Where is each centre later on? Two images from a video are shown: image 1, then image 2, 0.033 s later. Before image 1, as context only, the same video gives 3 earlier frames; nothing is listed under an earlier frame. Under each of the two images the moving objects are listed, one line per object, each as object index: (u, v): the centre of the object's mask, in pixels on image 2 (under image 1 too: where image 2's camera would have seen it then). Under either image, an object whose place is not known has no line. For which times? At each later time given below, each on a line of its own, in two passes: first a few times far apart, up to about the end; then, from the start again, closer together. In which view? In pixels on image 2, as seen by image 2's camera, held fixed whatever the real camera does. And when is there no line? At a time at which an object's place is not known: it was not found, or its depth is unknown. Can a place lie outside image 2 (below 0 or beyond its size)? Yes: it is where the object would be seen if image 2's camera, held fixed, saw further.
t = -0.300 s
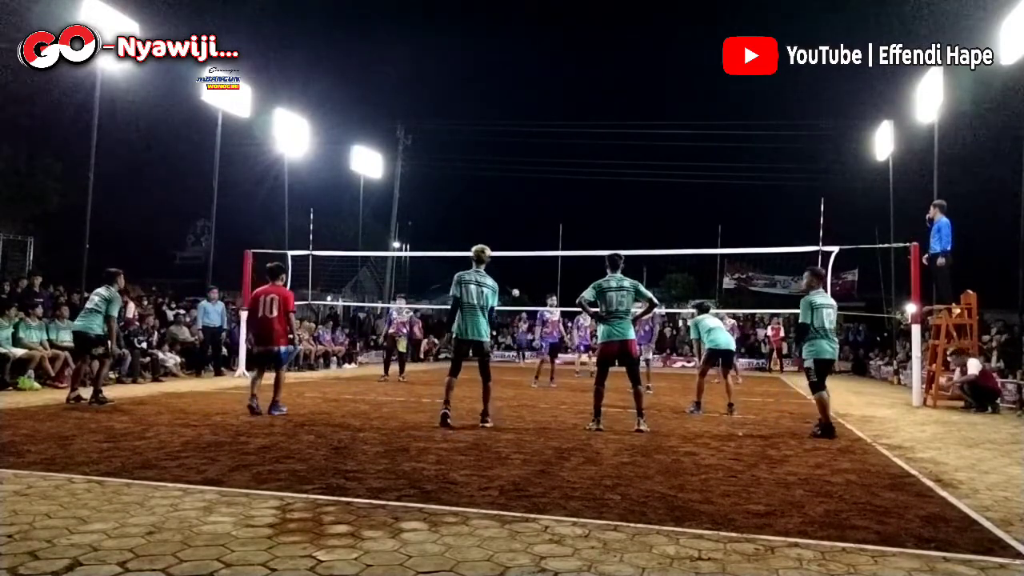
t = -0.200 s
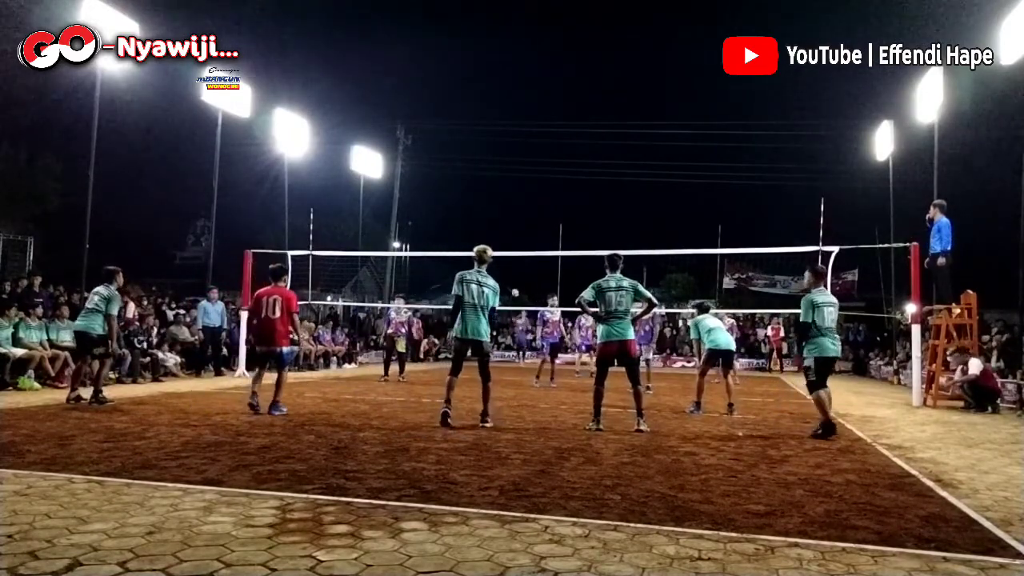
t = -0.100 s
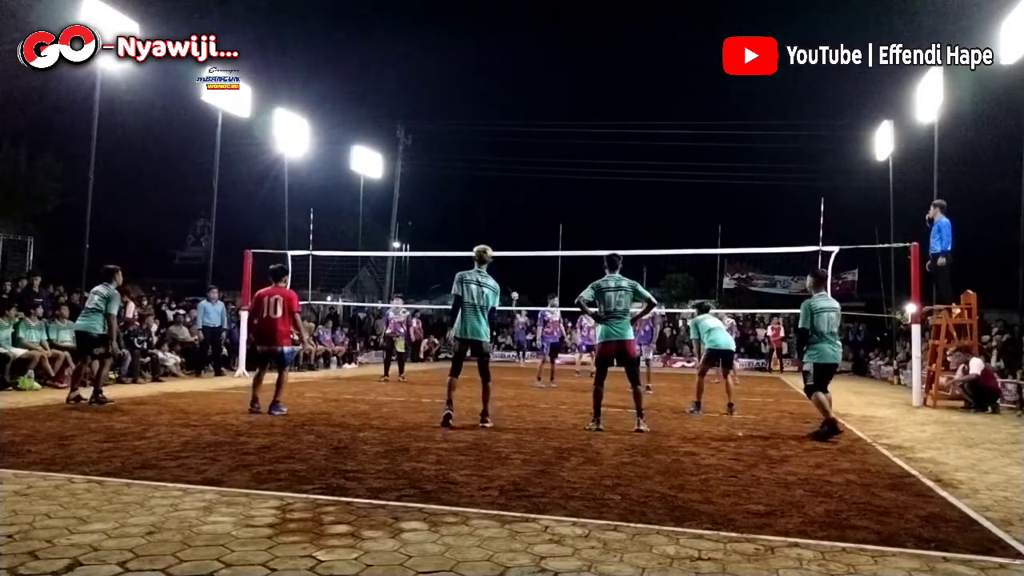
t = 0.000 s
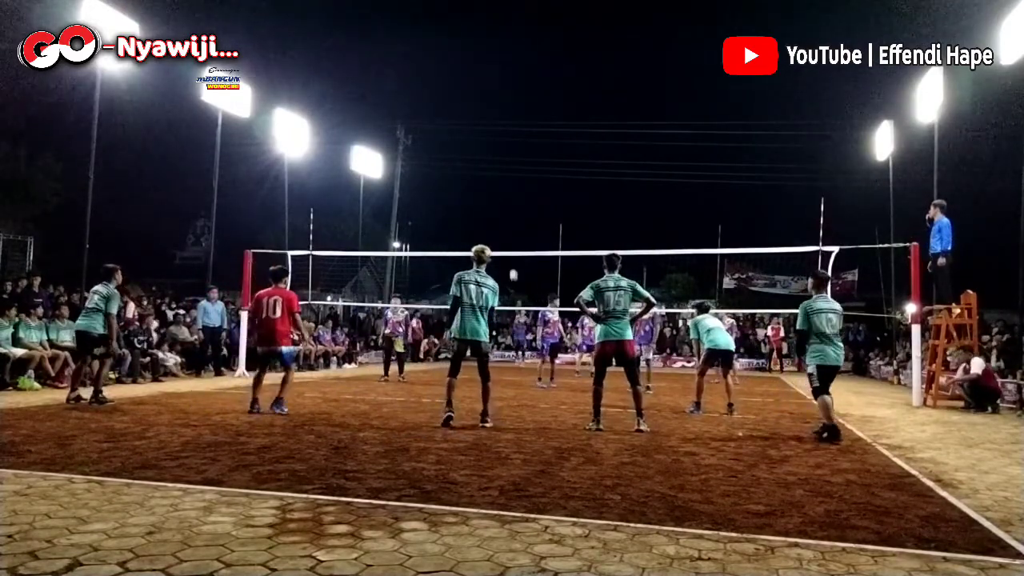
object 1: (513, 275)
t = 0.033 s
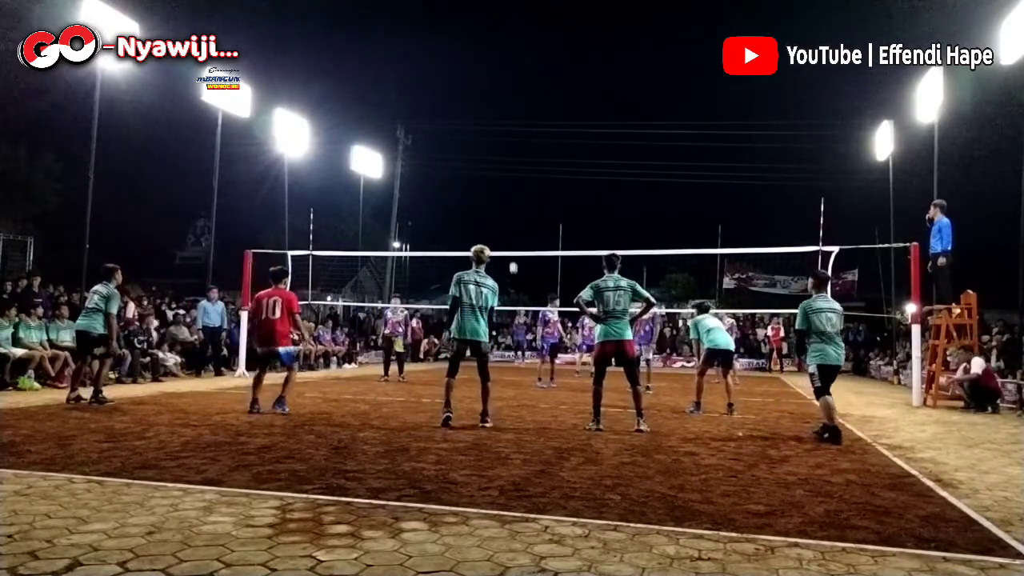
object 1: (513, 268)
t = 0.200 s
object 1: (512, 231)
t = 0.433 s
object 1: (515, 186)
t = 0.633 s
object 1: (518, 156)
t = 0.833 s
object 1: (523, 140)
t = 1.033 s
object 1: (525, 151)
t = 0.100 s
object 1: (513, 253)
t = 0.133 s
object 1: (512, 245)
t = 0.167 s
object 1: (512, 238)
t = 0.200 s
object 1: (512, 231)
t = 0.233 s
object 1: (512, 224)
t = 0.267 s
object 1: (513, 218)
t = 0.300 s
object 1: (513, 211)
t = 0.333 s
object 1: (513, 204)
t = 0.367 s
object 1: (513, 198)
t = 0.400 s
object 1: (514, 192)
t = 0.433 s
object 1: (515, 186)
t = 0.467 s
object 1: (515, 180)
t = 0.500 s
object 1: (516, 175)
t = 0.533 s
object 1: (516, 169)
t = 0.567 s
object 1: (517, 165)
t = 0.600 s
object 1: (517, 160)
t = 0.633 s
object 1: (518, 156)
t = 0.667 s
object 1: (518, 152)
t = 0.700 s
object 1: (519, 149)
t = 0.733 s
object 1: (520, 146)
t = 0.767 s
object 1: (521, 144)
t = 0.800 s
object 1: (522, 142)
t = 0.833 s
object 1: (523, 140)
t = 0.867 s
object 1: (523, 140)
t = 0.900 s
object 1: (524, 140)
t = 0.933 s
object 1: (524, 141)
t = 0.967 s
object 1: (524, 144)
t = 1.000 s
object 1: (525, 147)
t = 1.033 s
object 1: (525, 151)
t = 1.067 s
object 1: (525, 157)
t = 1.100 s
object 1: (524, 165)
